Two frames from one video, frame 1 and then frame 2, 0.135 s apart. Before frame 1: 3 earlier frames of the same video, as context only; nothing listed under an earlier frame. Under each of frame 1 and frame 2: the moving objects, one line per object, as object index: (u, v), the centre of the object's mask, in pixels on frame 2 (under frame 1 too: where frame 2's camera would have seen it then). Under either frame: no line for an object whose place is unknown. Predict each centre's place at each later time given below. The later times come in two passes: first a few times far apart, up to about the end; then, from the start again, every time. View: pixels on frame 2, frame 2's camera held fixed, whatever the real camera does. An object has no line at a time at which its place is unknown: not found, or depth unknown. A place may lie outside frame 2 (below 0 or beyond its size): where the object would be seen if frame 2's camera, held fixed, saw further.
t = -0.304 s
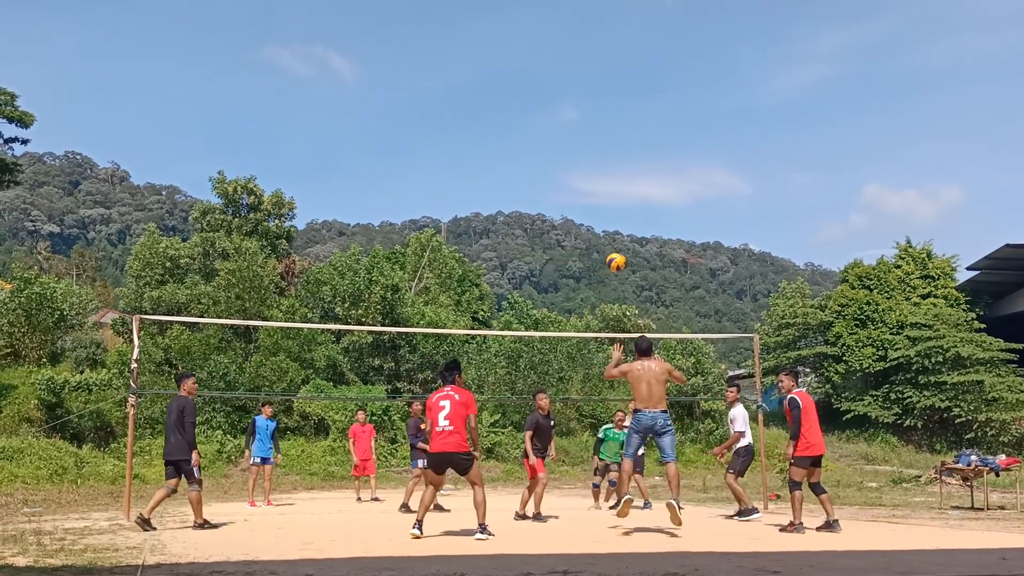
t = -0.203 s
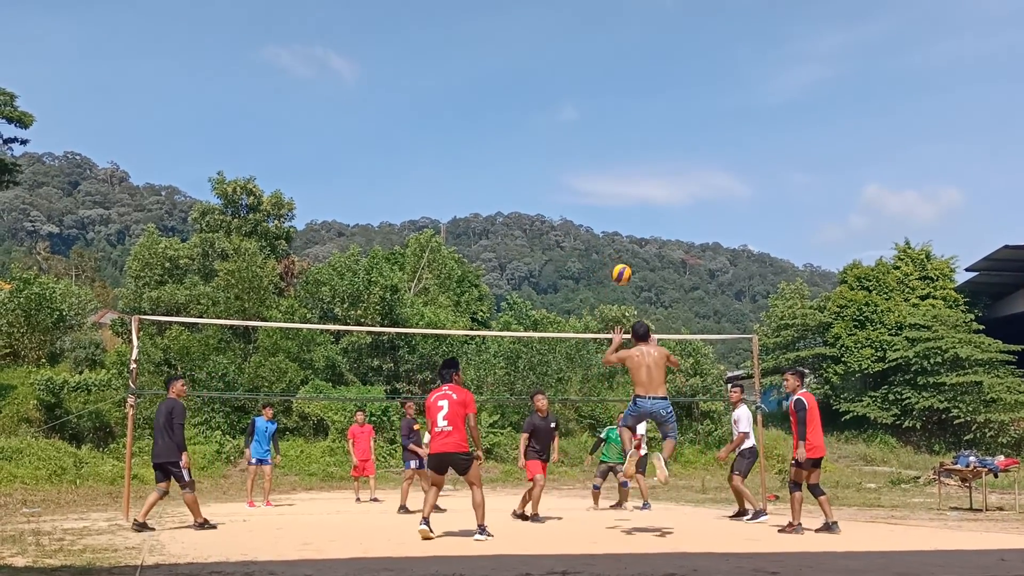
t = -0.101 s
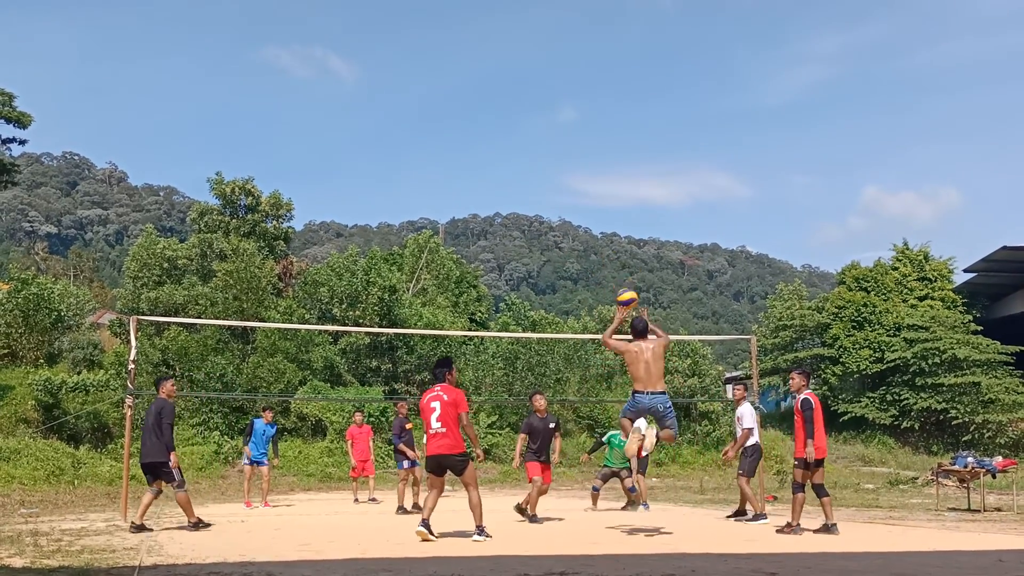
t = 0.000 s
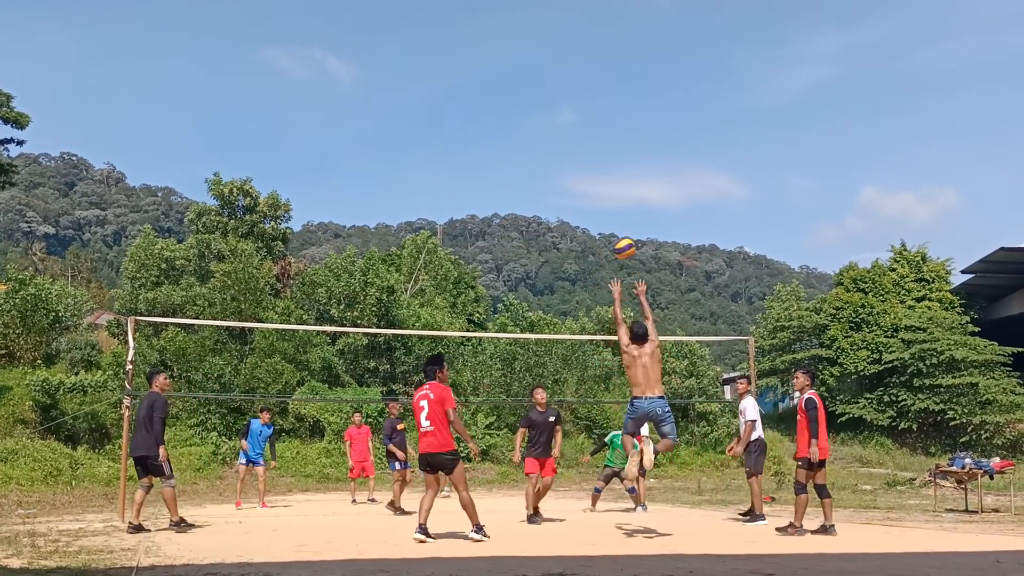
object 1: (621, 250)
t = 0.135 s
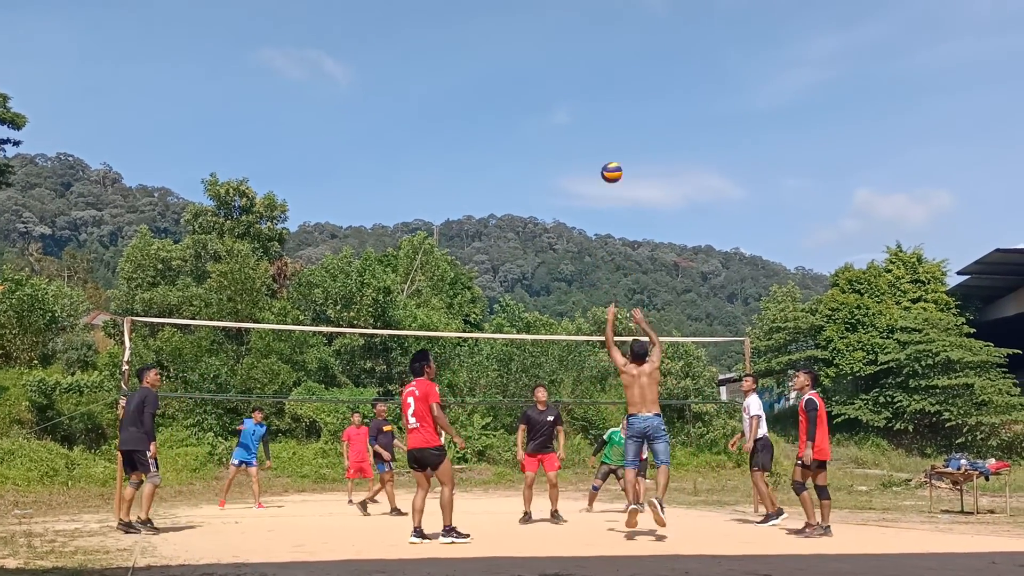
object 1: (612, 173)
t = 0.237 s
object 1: (605, 129)
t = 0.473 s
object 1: (592, 69)
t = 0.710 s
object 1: (580, 64)
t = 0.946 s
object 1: (569, 109)
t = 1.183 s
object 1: (560, 201)
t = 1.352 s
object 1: (555, 296)
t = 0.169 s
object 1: (610, 156)
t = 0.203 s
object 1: (608, 142)
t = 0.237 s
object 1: (605, 129)
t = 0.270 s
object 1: (603, 117)
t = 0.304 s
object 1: (601, 106)
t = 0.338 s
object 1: (599, 96)
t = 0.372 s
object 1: (597, 88)
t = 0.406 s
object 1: (595, 81)
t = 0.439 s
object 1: (593, 74)
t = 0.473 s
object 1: (592, 69)
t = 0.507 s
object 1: (590, 65)
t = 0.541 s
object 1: (588, 62)
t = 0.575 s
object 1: (587, 61)
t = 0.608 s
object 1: (585, 60)
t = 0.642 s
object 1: (583, 60)
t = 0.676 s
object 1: (582, 62)
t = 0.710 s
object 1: (580, 64)
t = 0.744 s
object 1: (579, 68)
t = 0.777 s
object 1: (577, 72)
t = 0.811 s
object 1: (576, 78)
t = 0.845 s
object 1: (574, 84)
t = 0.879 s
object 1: (573, 92)
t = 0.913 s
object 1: (571, 100)
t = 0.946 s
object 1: (569, 109)
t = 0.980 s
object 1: (568, 119)
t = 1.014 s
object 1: (567, 131)
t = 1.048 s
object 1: (565, 143)
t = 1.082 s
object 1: (564, 156)
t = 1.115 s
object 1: (563, 170)
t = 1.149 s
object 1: (562, 185)
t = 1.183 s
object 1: (560, 201)
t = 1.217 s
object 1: (559, 219)
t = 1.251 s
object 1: (558, 237)
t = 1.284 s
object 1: (556, 255)
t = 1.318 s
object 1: (556, 275)
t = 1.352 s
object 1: (555, 296)
